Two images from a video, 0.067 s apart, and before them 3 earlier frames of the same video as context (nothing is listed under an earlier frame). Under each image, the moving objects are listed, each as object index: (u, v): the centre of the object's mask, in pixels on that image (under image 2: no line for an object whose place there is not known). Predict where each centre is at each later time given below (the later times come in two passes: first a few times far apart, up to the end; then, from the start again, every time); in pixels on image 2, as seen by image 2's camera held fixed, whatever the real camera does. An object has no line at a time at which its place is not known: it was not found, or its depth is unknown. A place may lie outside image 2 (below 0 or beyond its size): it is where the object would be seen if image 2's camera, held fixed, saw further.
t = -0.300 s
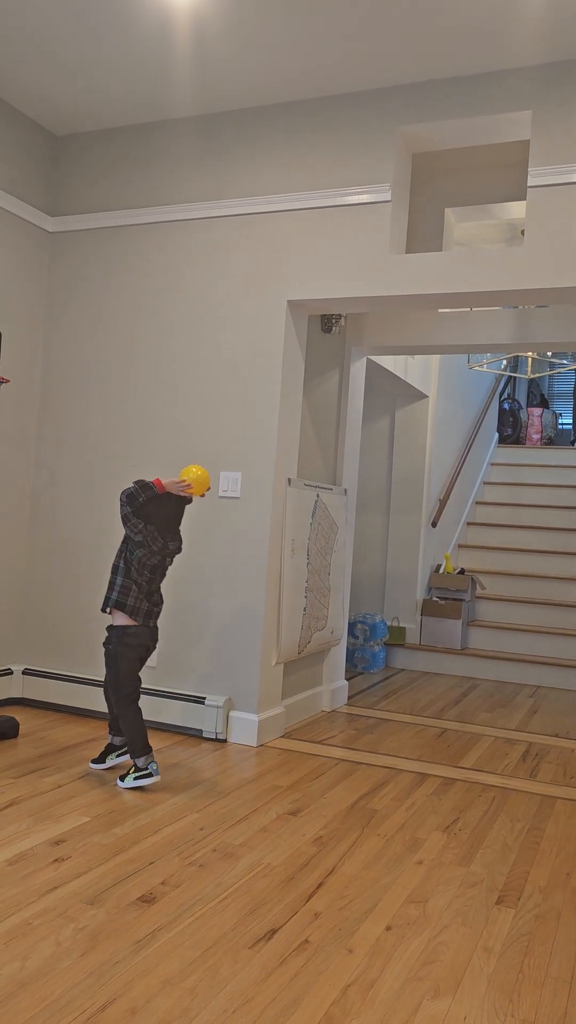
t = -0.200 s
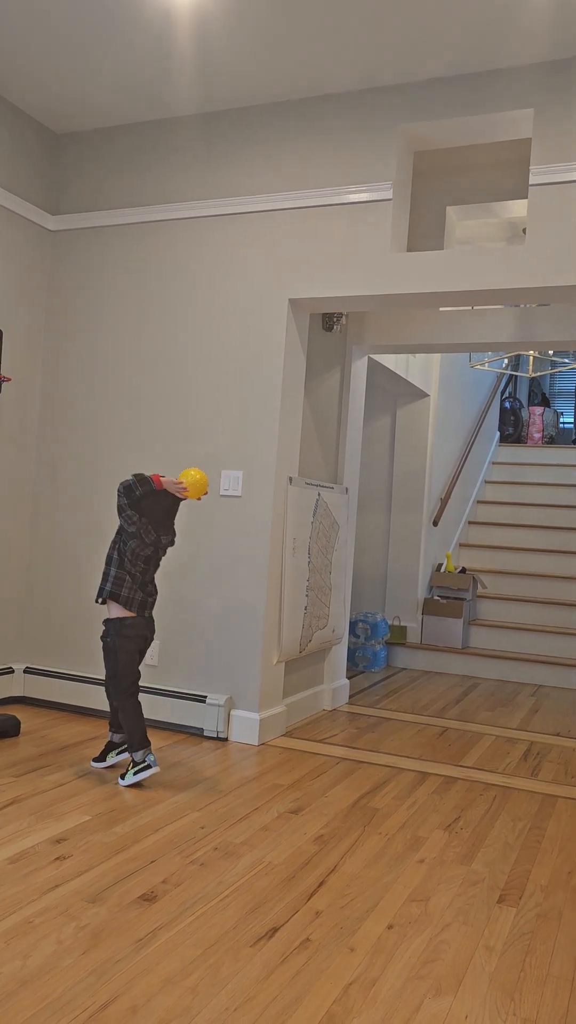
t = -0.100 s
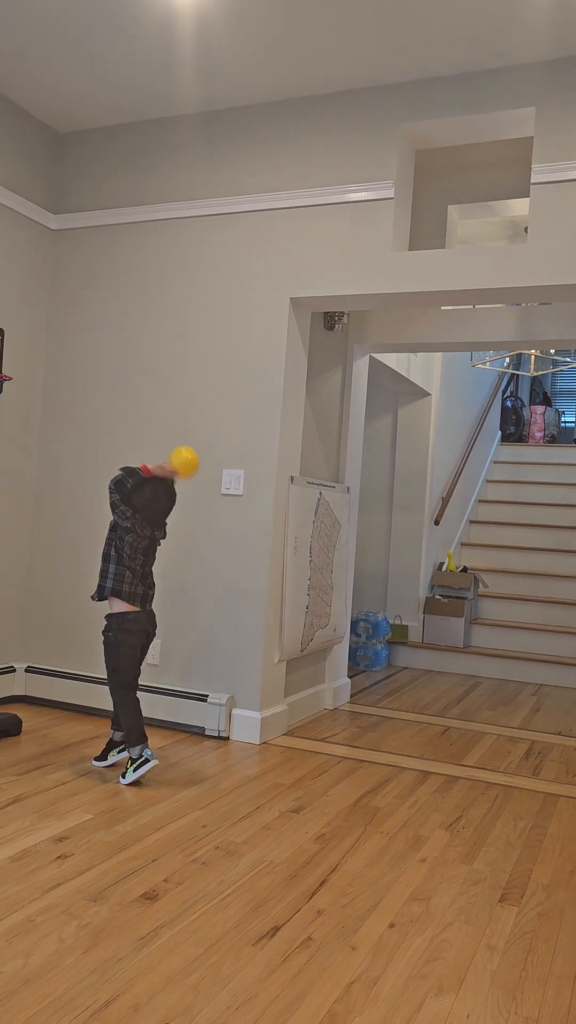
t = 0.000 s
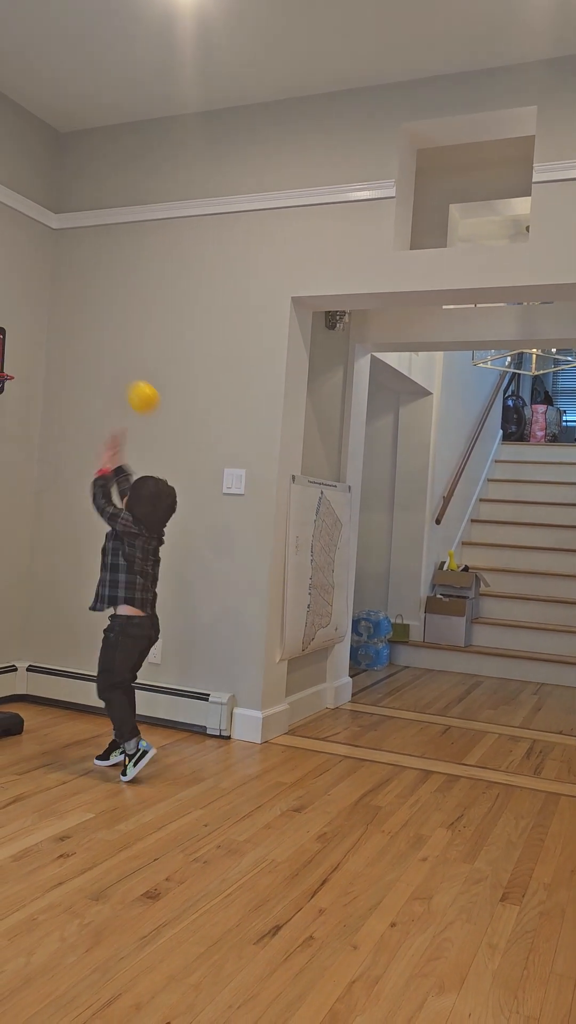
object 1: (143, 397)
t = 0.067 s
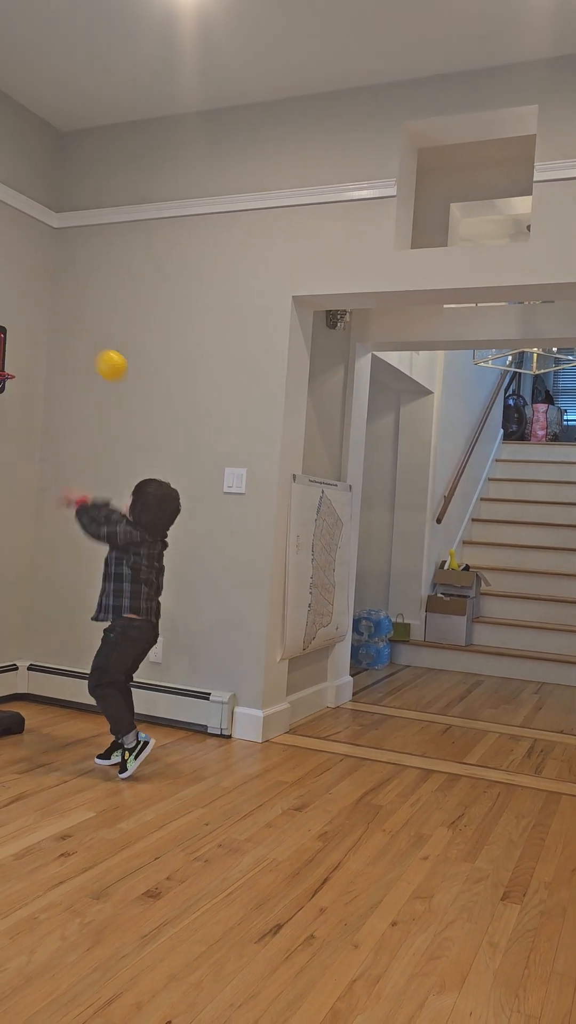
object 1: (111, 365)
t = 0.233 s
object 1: (33, 338)
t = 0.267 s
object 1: (18, 340)
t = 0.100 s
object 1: (95, 354)
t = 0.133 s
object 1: (80, 346)
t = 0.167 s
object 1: (64, 341)
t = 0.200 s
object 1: (49, 338)
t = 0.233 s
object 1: (33, 338)
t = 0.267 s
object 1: (18, 340)
